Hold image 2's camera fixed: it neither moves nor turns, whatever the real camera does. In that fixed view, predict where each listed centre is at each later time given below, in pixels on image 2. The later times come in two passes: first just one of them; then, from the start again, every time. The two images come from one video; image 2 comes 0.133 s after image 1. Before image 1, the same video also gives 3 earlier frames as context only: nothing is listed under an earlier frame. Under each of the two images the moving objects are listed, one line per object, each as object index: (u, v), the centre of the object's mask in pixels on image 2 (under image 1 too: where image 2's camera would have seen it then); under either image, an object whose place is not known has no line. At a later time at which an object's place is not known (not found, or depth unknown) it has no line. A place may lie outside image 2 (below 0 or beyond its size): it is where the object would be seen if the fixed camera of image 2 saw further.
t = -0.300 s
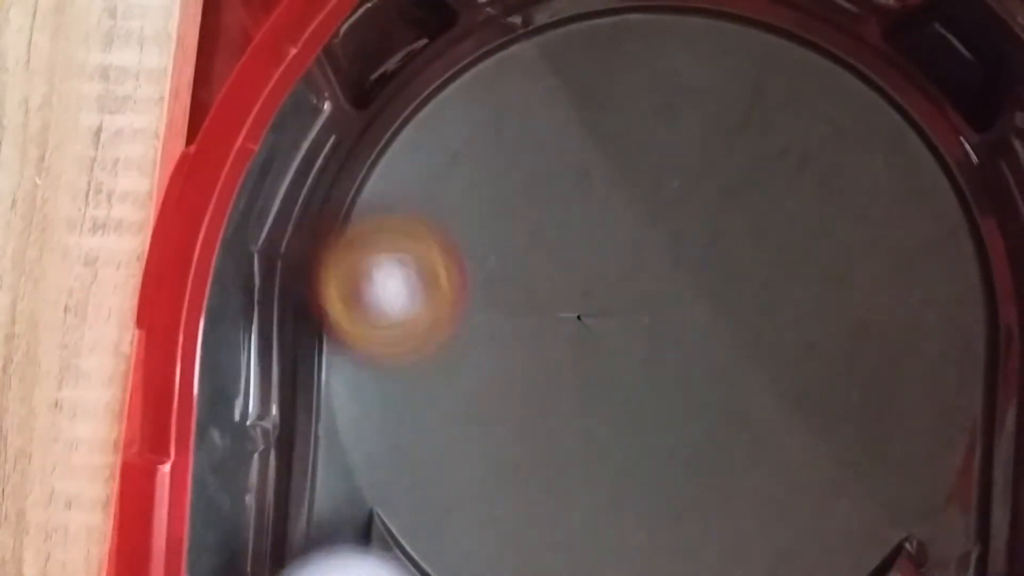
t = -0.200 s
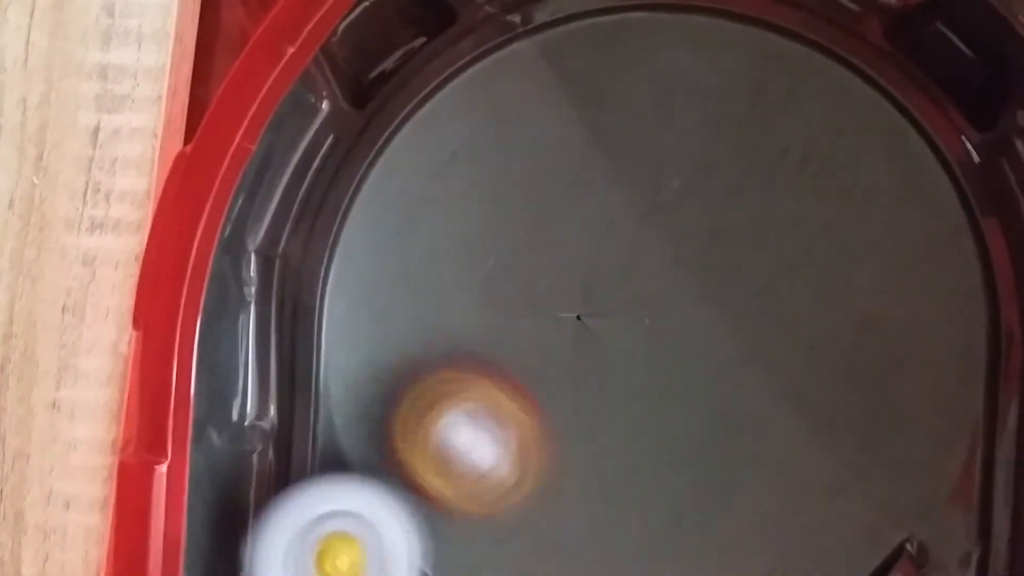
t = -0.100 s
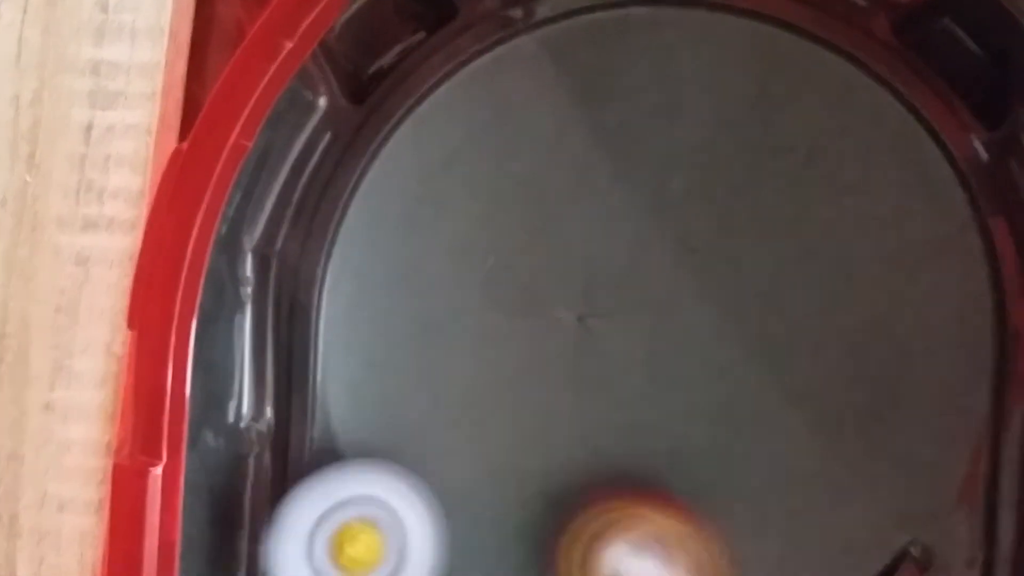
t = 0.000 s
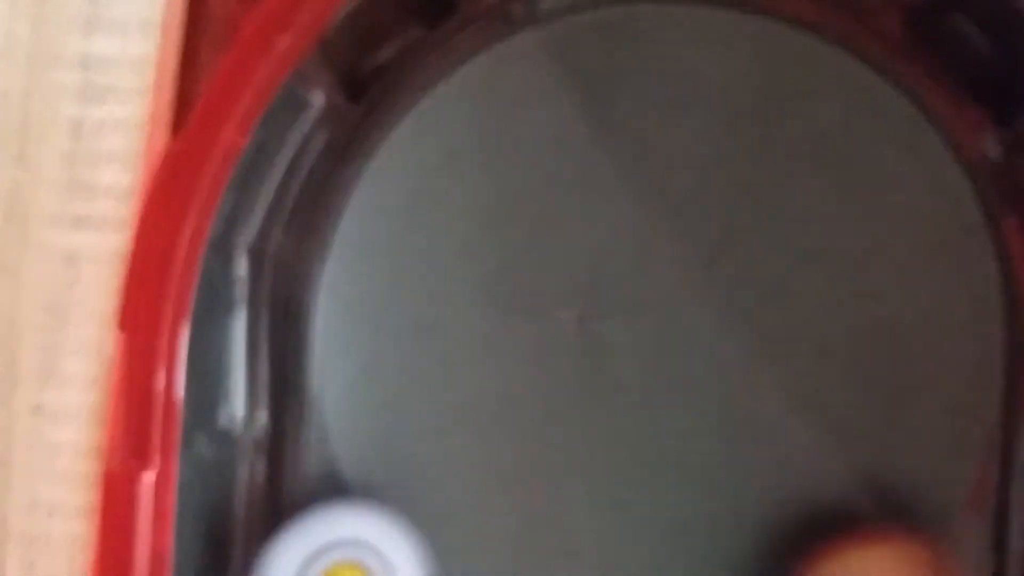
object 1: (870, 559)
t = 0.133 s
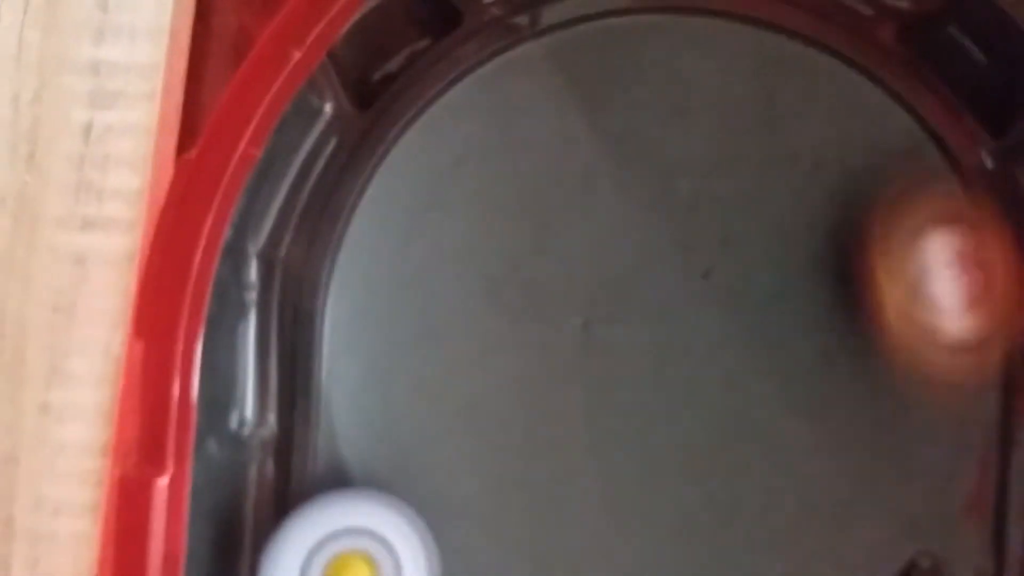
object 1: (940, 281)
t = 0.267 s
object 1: (707, 42)
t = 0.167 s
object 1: (914, 181)
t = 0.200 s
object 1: (872, 95)
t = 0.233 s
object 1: (797, 47)
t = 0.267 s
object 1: (707, 42)
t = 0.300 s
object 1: (605, 45)
